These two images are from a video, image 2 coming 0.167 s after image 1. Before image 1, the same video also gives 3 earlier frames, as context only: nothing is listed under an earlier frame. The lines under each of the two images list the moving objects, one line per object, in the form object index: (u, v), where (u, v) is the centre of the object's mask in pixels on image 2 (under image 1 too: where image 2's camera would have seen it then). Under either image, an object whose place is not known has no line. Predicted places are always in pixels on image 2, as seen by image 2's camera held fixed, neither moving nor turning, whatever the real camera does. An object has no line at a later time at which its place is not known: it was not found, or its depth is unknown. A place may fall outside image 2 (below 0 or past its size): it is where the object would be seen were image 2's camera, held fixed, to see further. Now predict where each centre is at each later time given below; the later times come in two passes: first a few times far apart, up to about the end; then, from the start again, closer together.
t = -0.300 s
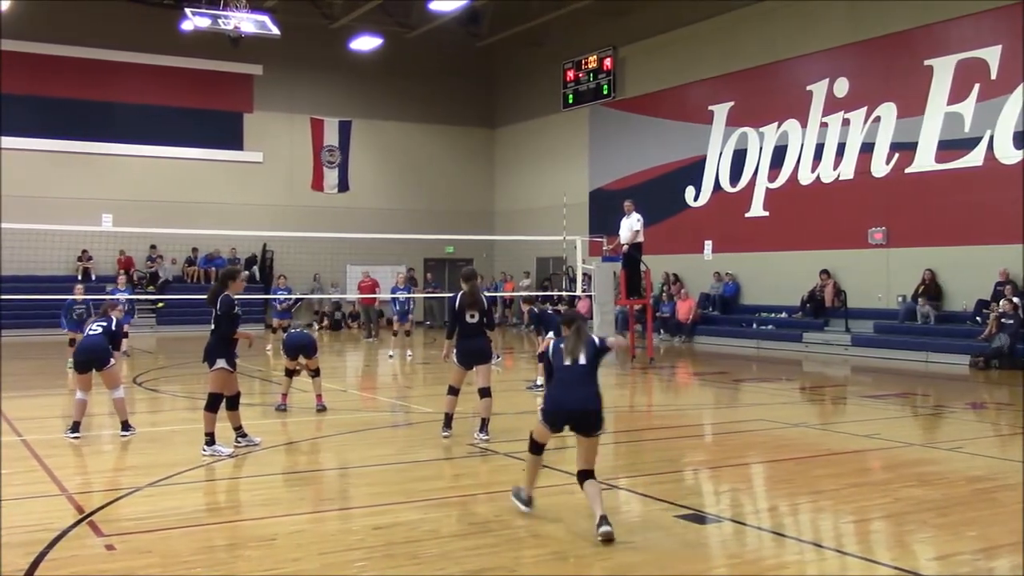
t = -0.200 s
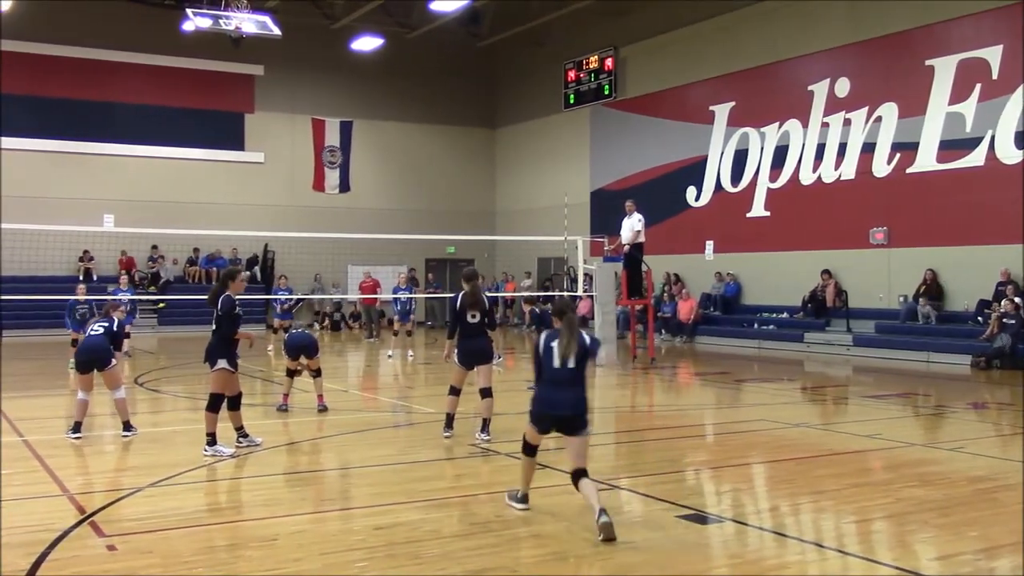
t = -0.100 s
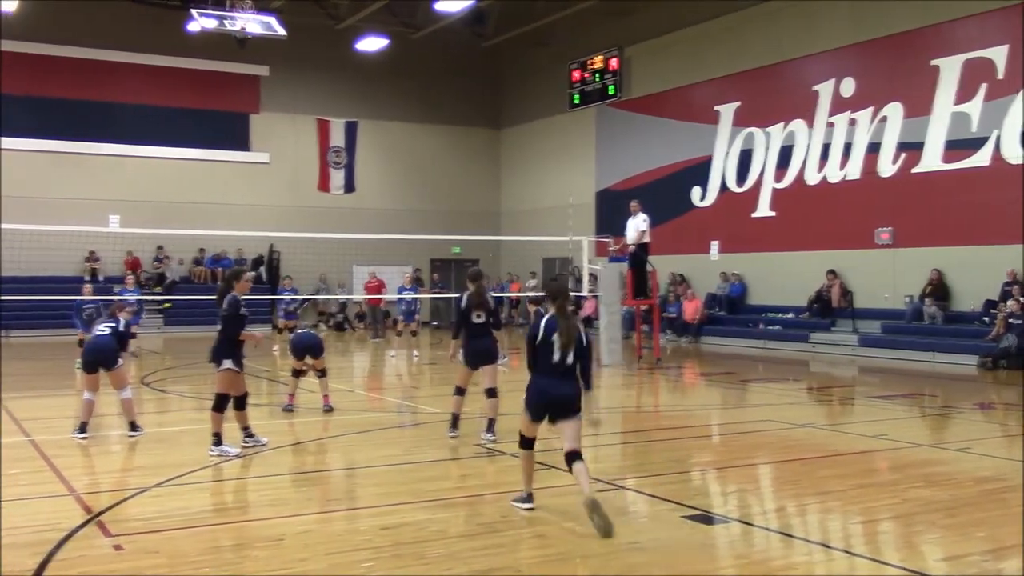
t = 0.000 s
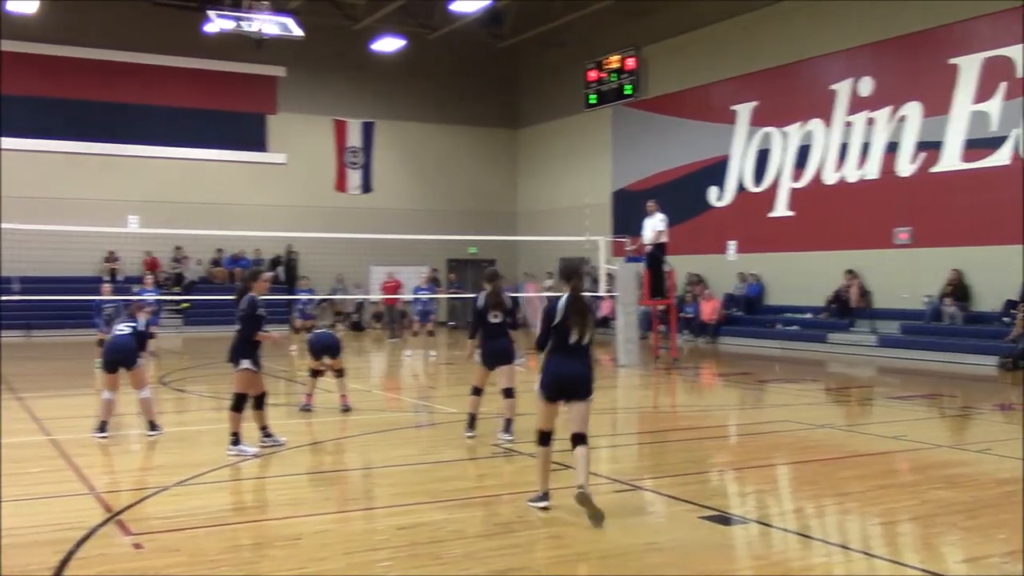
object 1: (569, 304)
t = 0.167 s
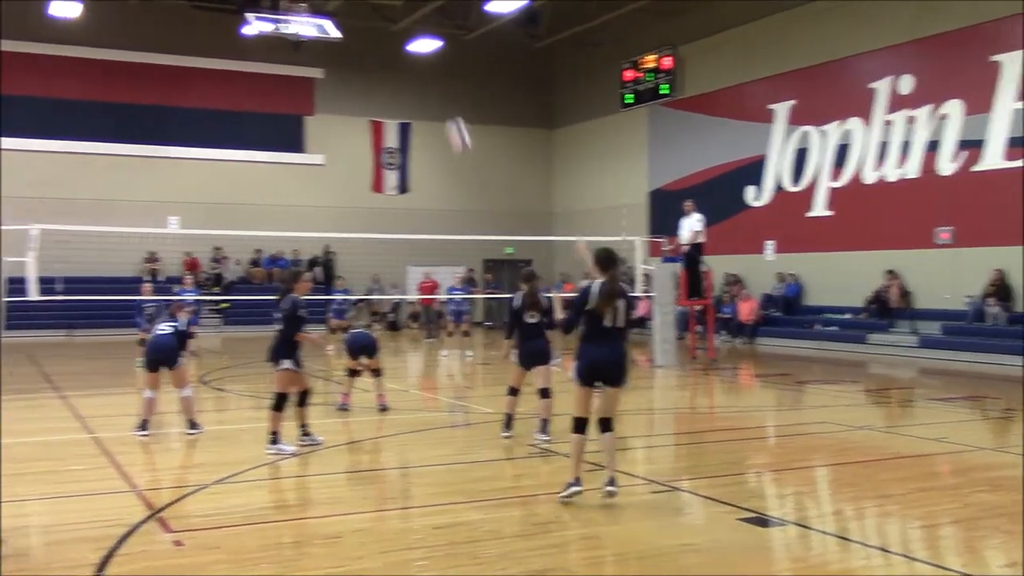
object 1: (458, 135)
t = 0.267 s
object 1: (408, 72)
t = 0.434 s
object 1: (341, 7)
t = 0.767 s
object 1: (250, -12)
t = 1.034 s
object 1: (198, 27)
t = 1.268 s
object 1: (163, 96)
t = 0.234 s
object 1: (424, 91)
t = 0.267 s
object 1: (408, 72)
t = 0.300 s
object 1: (393, 56)
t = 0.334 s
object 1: (379, 42)
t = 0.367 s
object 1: (366, 29)
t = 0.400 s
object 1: (354, 18)
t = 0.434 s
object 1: (341, 7)
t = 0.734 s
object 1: (257, -12)
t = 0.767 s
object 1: (250, -12)
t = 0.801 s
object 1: (242, -11)
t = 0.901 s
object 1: (221, -3)
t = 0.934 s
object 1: (215, 3)
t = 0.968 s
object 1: (209, 11)
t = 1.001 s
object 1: (203, 19)
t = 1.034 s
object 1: (198, 27)
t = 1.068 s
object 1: (193, 35)
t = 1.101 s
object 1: (188, 43)
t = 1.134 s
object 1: (182, 52)
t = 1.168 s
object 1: (177, 64)
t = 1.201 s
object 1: (173, 74)
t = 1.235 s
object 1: (167, 85)
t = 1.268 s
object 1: (163, 96)
